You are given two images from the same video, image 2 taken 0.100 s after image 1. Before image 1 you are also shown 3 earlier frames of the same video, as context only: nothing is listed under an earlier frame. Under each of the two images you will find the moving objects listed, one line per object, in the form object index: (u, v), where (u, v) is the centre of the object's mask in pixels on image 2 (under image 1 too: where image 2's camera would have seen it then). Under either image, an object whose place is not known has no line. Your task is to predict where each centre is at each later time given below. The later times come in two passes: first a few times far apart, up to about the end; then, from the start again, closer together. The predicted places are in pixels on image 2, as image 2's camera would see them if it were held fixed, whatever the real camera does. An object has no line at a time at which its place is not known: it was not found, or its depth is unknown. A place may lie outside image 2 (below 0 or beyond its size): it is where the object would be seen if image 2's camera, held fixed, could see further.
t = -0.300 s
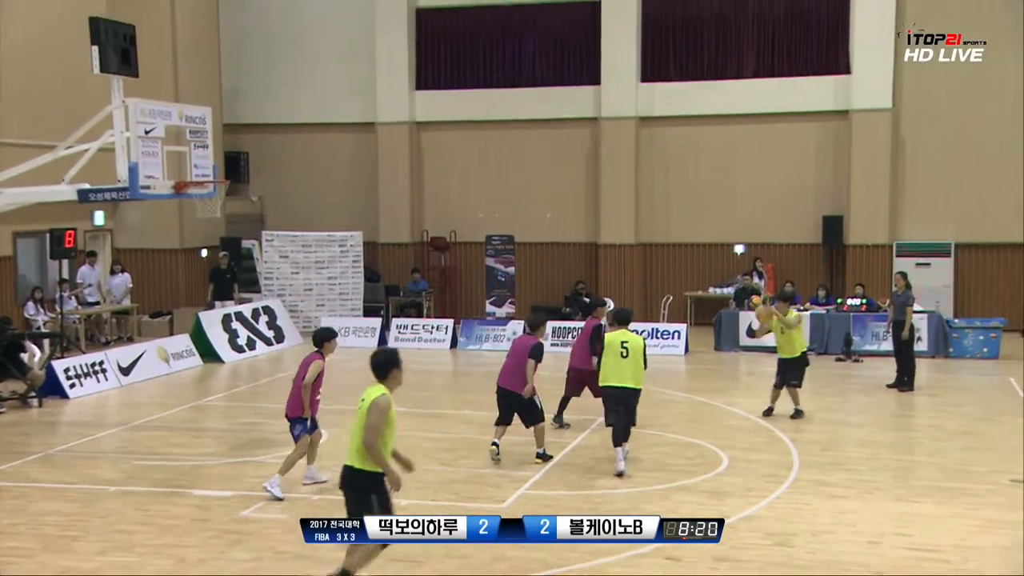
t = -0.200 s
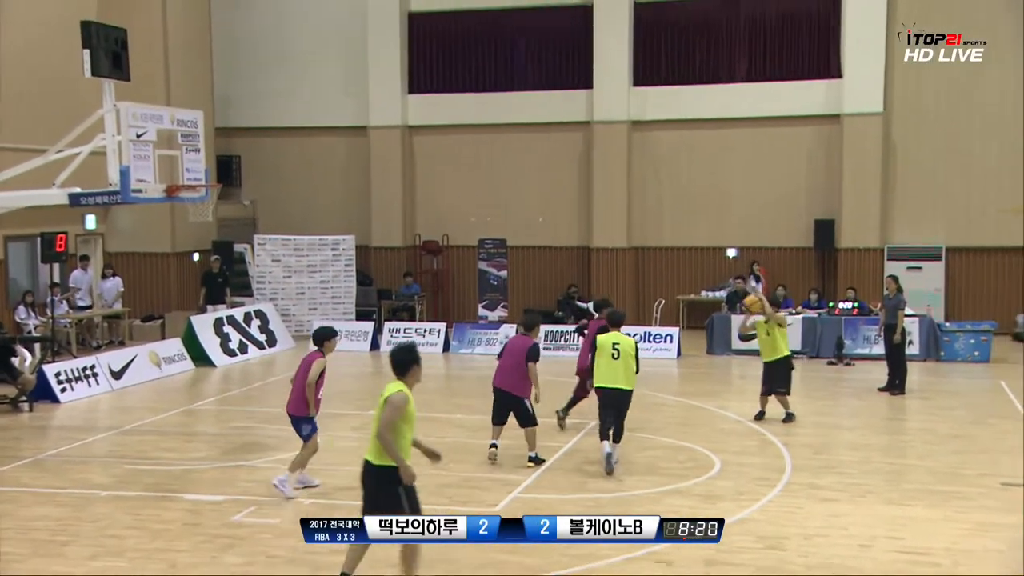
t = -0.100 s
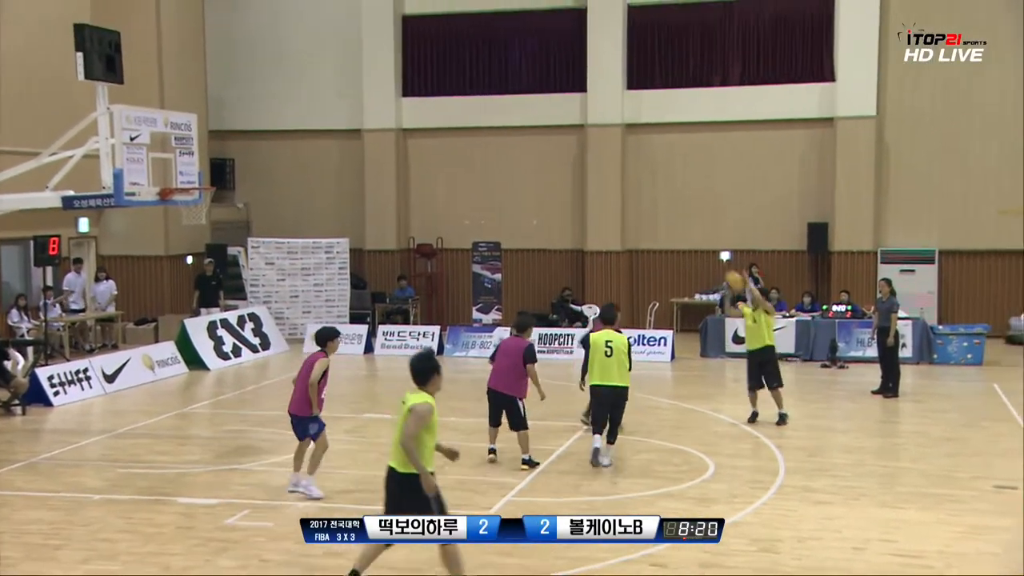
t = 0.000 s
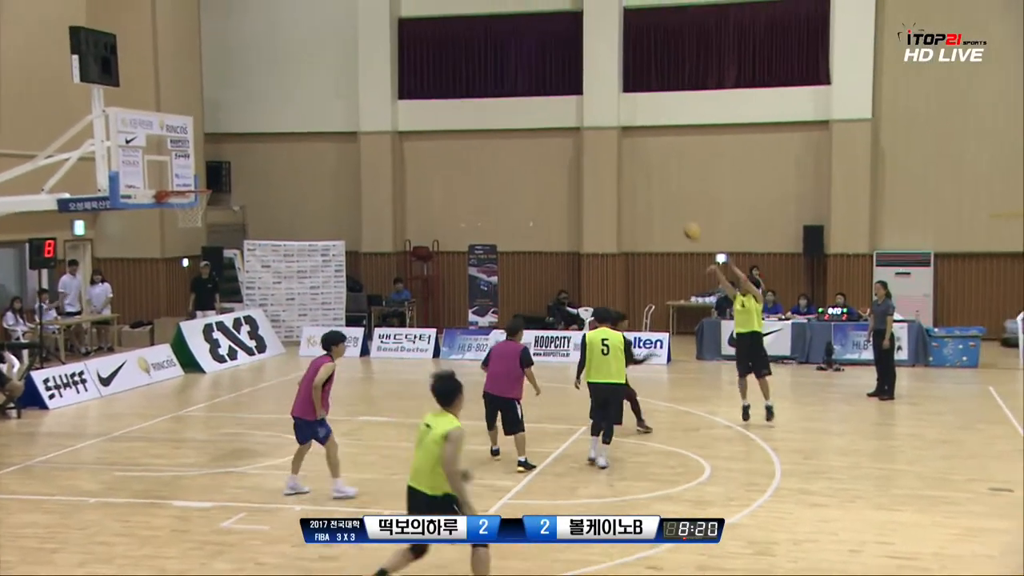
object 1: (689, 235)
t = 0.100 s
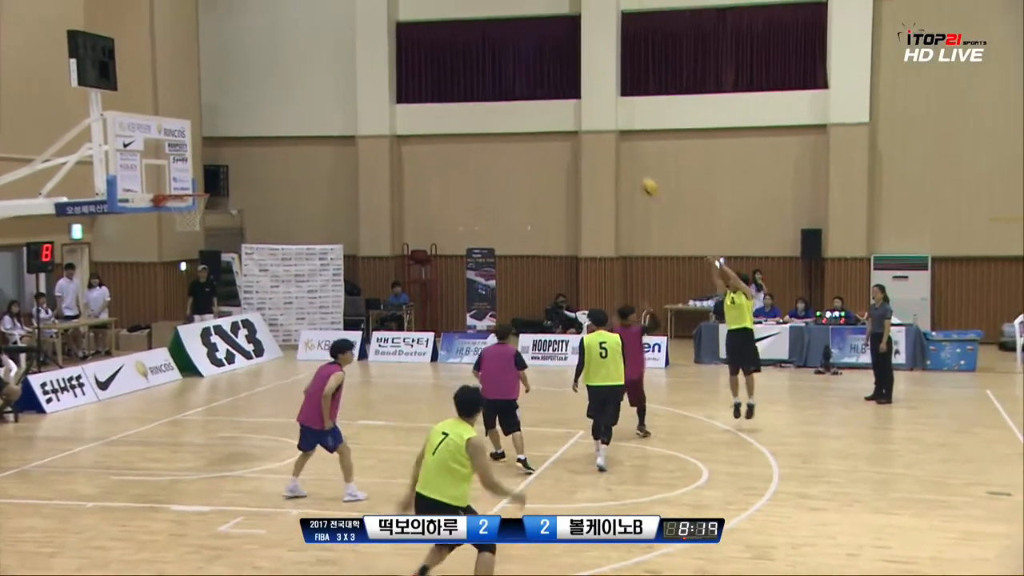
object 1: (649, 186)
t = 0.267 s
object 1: (580, 122)
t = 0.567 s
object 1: (456, 63)
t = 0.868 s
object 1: (333, 74)
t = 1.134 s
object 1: (224, 143)
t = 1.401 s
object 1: (170, 157)
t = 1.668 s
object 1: (152, 150)
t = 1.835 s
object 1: (142, 184)
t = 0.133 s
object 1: (635, 170)
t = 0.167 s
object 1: (623, 158)
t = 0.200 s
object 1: (608, 145)
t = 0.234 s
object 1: (593, 135)
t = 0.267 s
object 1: (580, 122)
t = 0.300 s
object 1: (566, 112)
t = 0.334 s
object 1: (553, 102)
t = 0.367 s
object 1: (538, 95)
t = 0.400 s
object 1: (525, 89)
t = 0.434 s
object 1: (511, 82)
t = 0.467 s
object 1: (497, 76)
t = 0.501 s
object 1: (484, 71)
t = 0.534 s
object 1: (470, 67)
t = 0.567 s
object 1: (456, 63)
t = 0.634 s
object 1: (429, 60)
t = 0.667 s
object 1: (415, 59)
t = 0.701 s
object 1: (402, 59)
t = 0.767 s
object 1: (375, 63)
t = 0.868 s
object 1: (333, 74)
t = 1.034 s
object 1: (265, 111)
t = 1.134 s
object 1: (224, 143)
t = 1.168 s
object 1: (210, 156)
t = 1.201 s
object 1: (197, 169)
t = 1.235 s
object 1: (182, 185)
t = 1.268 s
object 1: (179, 181)
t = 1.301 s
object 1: (177, 175)
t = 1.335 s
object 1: (176, 166)
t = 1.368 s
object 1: (173, 161)
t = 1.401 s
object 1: (170, 157)
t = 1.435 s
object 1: (169, 153)
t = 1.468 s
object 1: (168, 150)
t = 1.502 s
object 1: (165, 147)
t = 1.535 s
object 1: (163, 148)
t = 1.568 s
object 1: (160, 147)
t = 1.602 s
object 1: (158, 147)
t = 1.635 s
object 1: (154, 147)
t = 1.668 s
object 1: (152, 150)
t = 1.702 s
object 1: (152, 156)
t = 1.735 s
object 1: (150, 160)
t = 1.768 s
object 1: (147, 167)
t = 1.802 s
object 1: (145, 174)
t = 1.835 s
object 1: (142, 184)
